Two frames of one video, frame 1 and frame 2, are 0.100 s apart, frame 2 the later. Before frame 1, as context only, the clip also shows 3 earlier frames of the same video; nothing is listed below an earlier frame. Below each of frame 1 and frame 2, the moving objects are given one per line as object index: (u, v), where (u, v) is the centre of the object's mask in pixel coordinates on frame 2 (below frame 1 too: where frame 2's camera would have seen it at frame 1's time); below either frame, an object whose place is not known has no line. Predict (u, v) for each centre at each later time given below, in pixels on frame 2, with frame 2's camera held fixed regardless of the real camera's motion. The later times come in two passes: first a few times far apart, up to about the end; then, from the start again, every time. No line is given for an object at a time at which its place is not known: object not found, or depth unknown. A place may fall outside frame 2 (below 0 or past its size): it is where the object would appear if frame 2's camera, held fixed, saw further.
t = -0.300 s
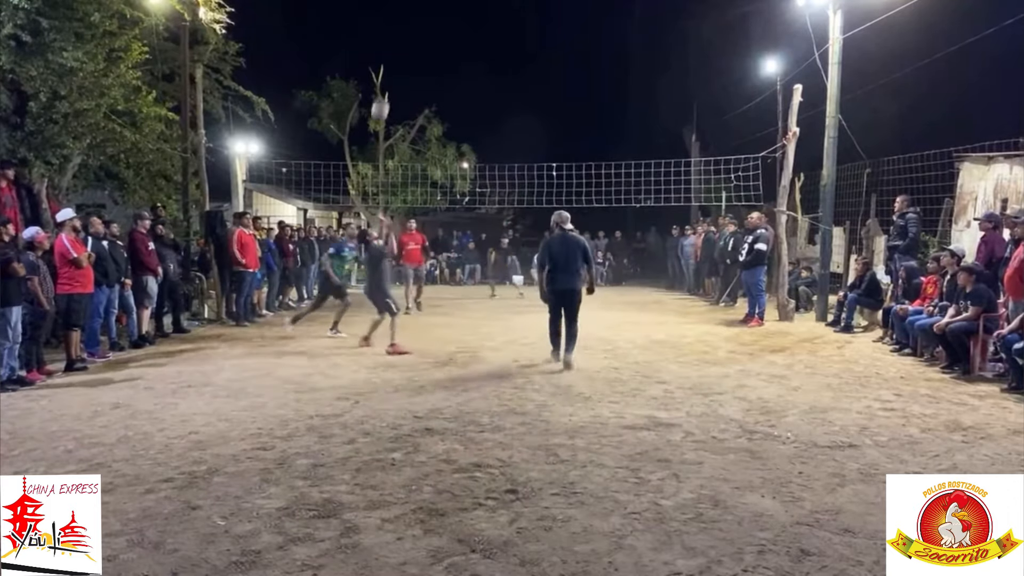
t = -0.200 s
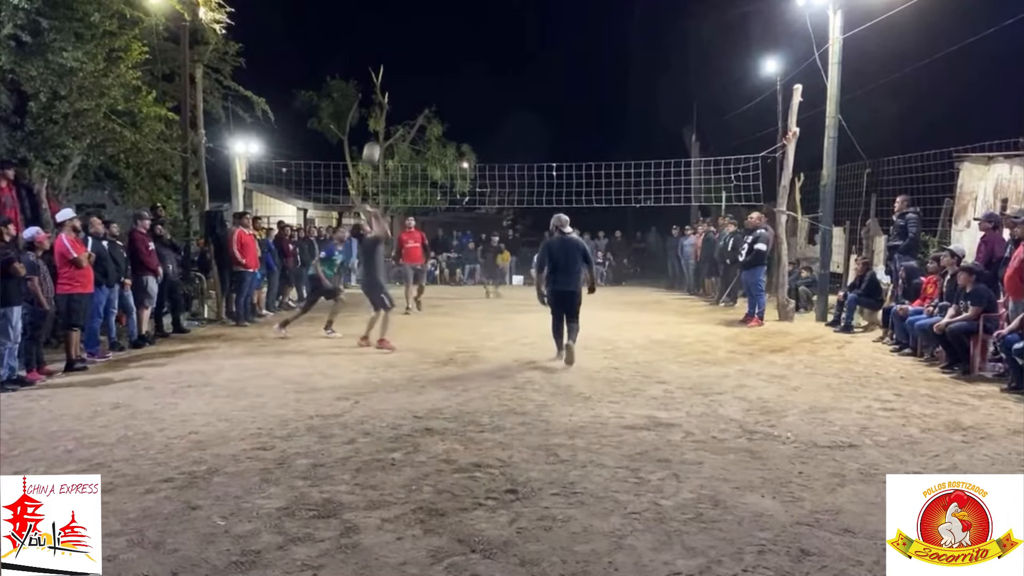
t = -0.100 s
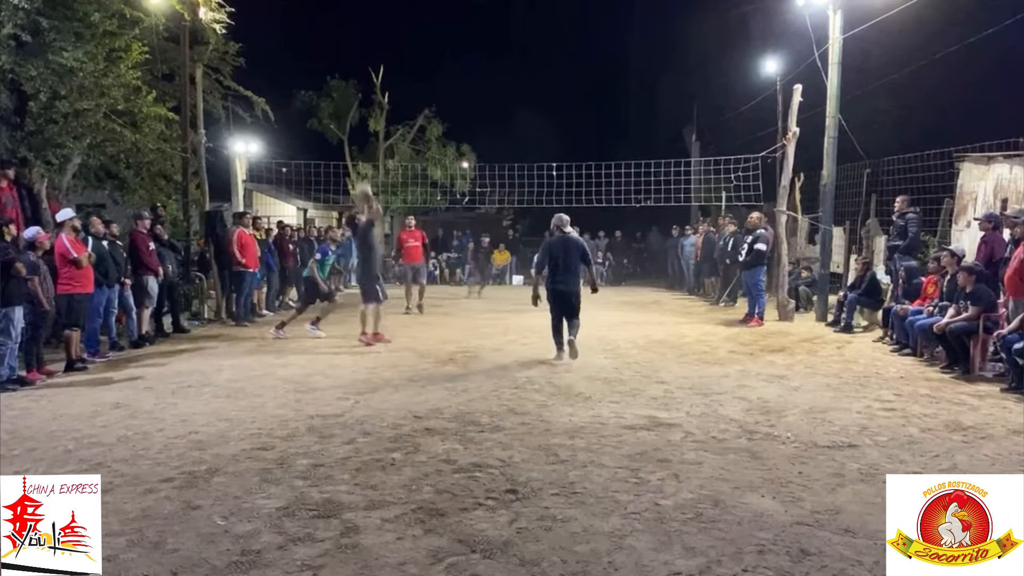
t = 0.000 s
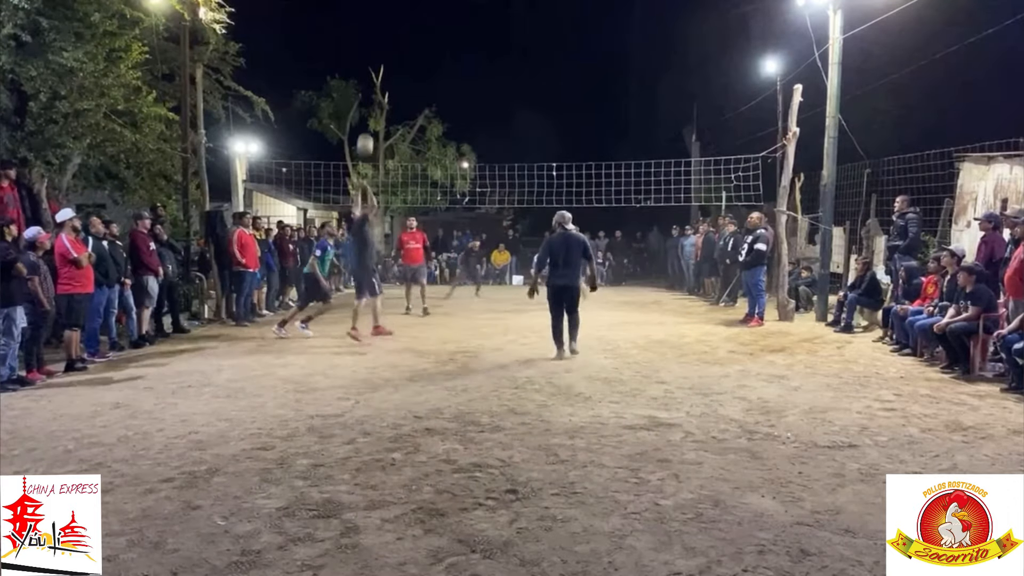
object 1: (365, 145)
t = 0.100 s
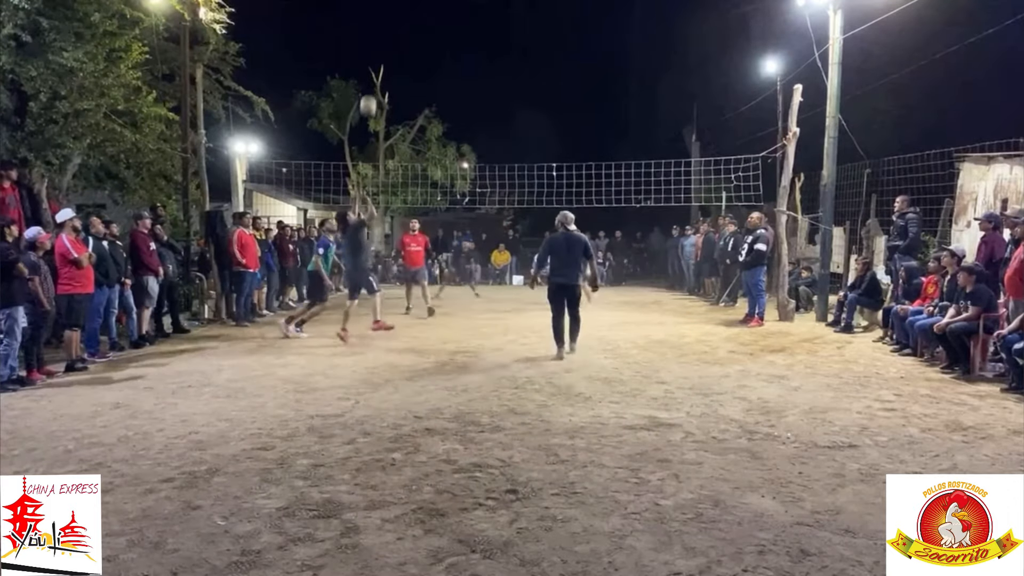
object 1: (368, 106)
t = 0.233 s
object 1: (372, 67)
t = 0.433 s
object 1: (378, 35)
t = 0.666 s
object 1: (386, 35)
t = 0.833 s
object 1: (391, 57)
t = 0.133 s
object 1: (369, 95)
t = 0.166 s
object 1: (370, 85)
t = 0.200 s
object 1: (371, 75)
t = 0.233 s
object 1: (372, 67)
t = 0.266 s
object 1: (373, 60)
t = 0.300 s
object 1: (374, 53)
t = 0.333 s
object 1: (375, 47)
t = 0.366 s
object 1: (376, 42)
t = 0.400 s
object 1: (377, 38)
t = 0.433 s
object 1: (378, 35)
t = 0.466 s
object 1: (379, 33)
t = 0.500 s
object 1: (380, 31)
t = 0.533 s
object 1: (381, 30)
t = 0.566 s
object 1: (382, 30)
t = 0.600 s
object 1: (383, 31)
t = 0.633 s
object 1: (384, 33)
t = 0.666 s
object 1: (386, 35)
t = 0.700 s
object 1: (387, 38)
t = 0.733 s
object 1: (388, 42)
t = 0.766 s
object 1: (389, 46)
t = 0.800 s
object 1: (390, 51)
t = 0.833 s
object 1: (391, 57)
